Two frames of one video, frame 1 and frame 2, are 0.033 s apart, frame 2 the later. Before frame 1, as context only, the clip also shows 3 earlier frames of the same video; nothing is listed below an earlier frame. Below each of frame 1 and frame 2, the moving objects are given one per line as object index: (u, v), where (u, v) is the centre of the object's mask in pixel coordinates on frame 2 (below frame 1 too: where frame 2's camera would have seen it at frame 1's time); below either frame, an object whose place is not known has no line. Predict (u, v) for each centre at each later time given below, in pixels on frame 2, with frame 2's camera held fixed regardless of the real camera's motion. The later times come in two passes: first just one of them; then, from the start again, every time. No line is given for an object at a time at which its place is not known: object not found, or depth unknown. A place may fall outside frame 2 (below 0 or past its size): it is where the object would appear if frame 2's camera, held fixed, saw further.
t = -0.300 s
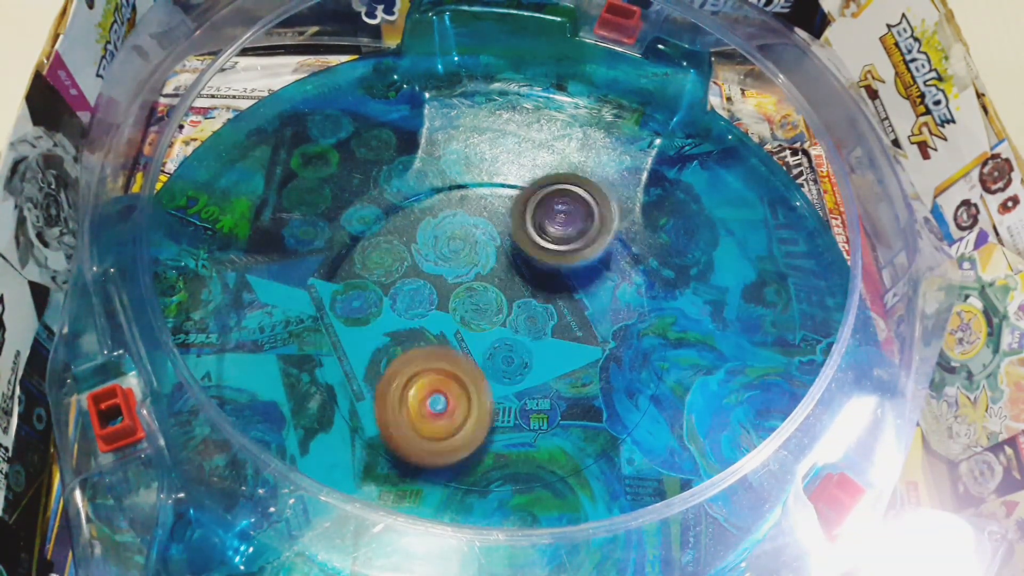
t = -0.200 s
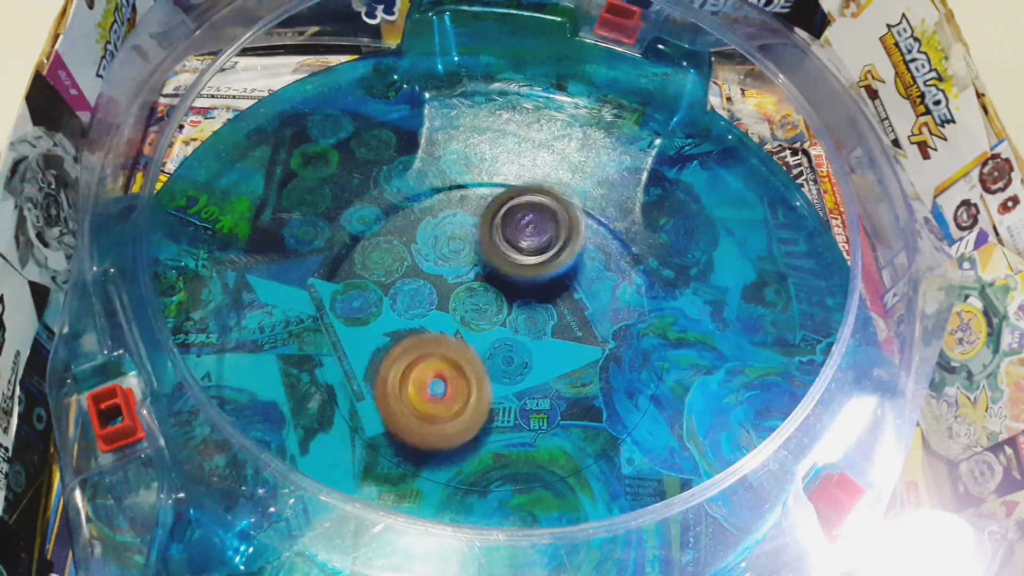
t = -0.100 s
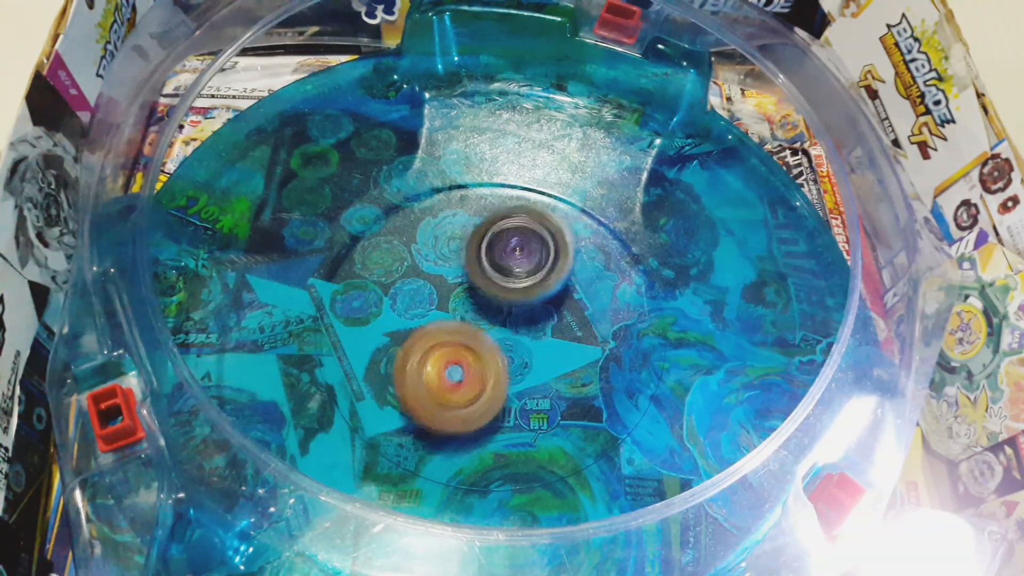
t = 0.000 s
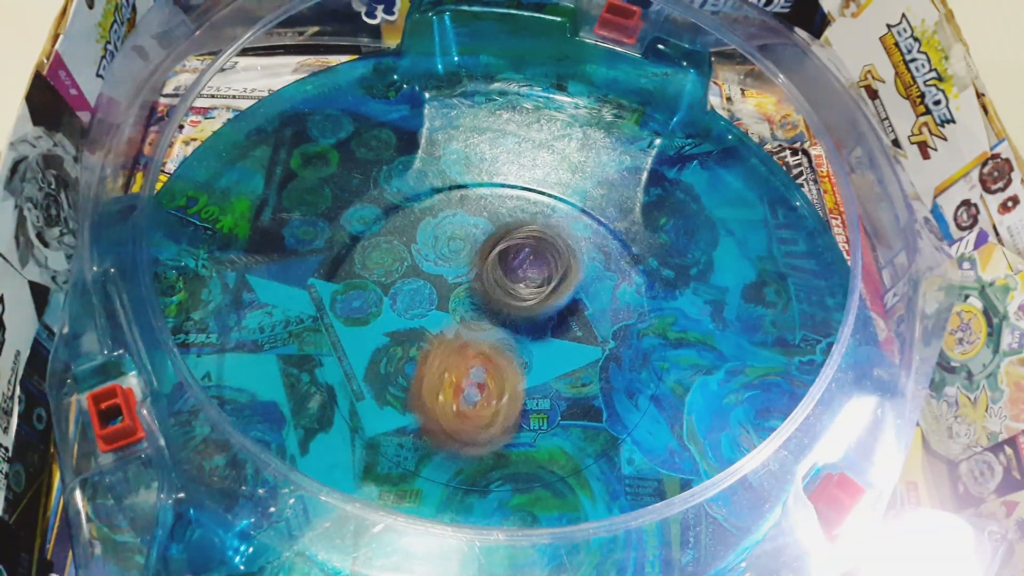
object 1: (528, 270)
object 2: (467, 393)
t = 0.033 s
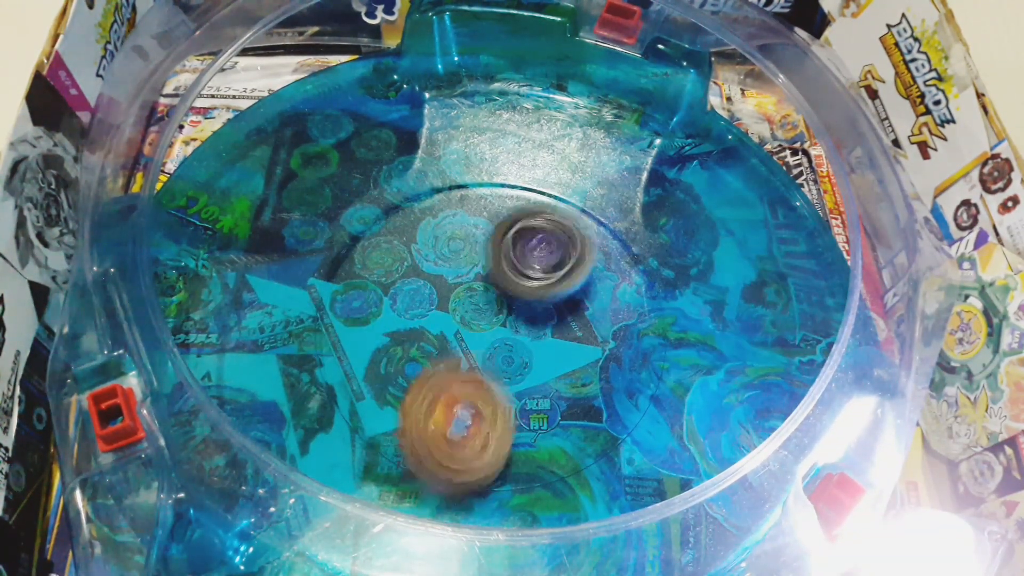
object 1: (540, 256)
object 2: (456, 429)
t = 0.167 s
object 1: (551, 235)
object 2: (396, 478)
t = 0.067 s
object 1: (550, 244)
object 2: (441, 454)
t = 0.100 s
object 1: (554, 239)
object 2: (426, 467)
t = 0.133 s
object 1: (553, 236)
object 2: (412, 475)
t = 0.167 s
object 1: (551, 235)
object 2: (396, 478)
